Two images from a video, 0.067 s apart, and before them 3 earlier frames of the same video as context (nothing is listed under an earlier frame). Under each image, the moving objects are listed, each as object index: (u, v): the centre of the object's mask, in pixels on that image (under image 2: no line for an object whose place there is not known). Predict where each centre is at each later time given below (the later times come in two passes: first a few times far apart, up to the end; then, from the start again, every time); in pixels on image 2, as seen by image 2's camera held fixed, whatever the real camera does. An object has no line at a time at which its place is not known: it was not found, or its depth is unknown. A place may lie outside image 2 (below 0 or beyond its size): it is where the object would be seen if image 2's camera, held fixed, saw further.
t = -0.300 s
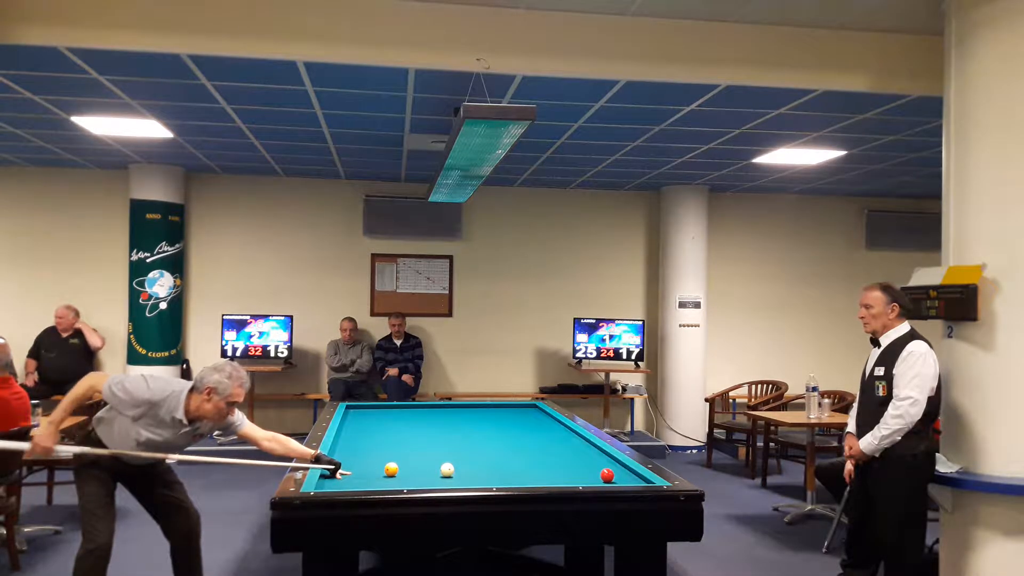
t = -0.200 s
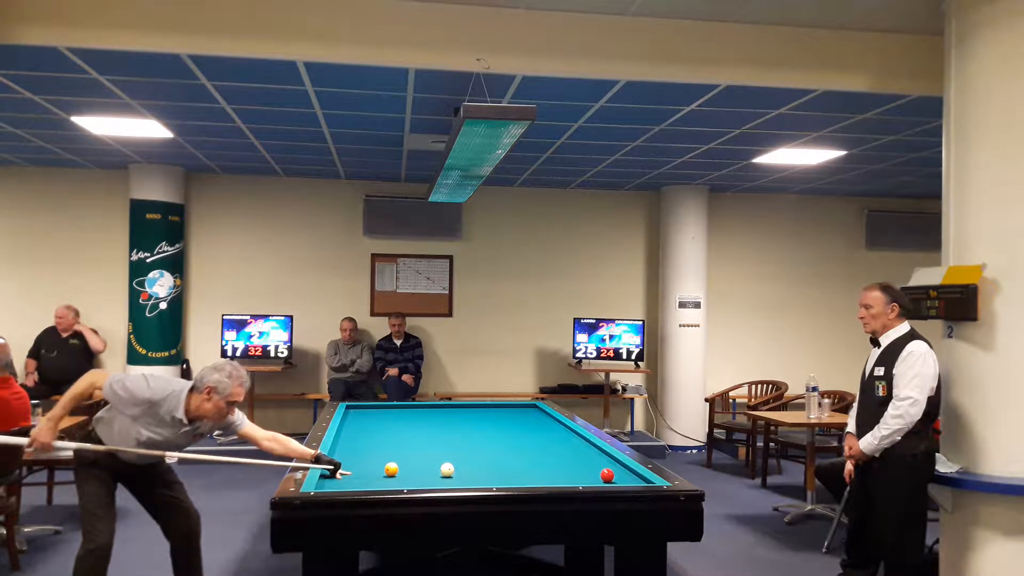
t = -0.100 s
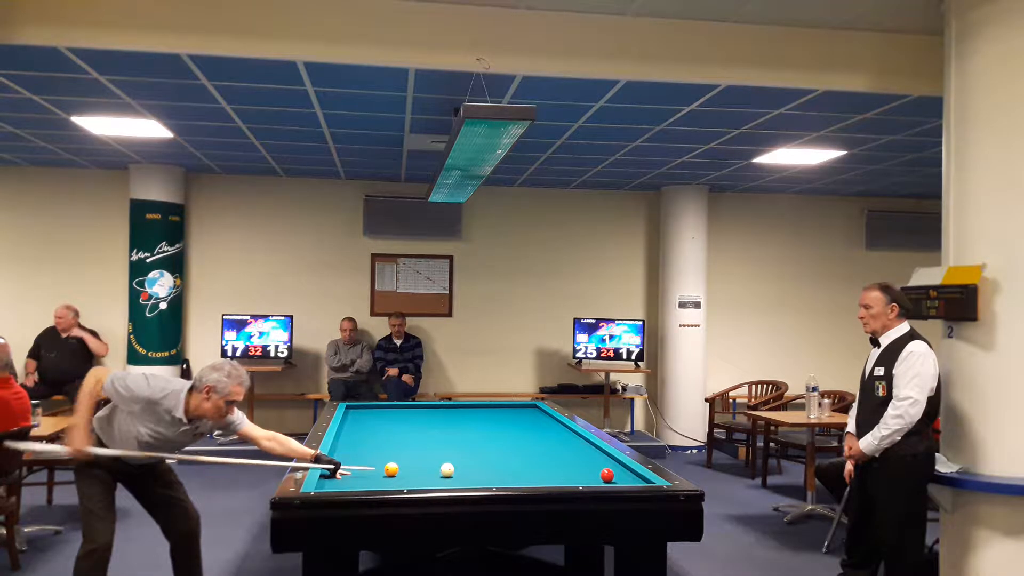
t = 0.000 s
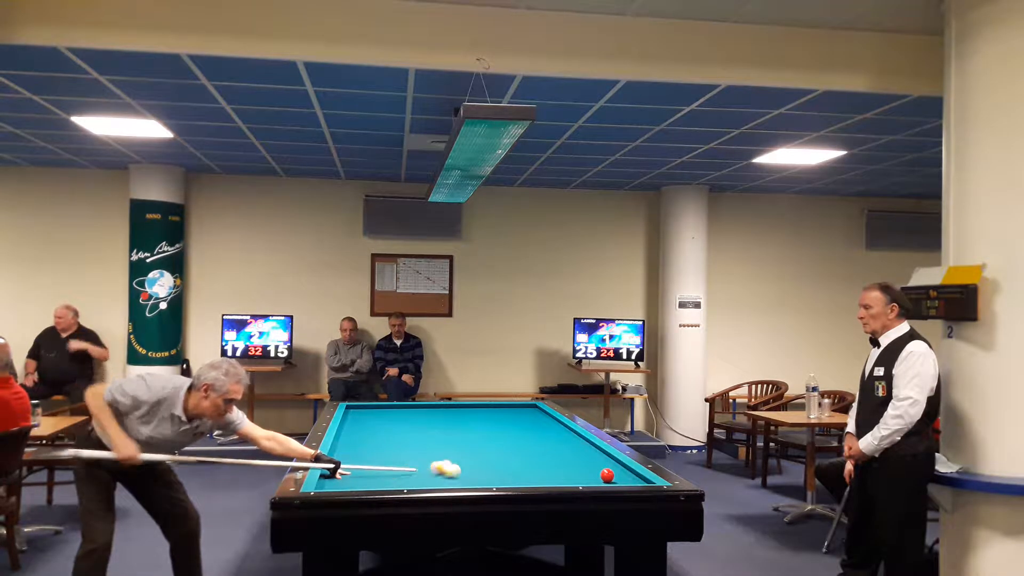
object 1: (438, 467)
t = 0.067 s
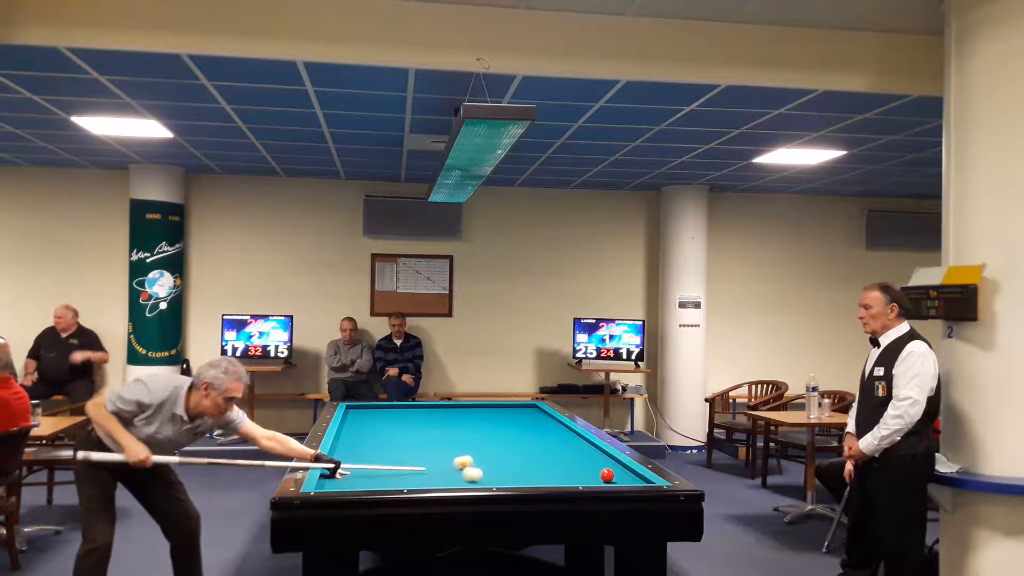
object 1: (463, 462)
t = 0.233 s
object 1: (508, 453)
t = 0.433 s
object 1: (545, 445)
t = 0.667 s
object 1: (578, 436)
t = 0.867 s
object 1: (544, 429)
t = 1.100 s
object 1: (513, 422)
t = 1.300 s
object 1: (490, 416)
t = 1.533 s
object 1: (465, 410)
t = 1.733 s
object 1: (446, 406)
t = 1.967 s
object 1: (423, 407)
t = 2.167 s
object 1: (402, 410)
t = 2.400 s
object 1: (375, 414)
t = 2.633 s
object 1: (348, 417)
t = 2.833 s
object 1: (359, 420)
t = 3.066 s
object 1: (375, 424)
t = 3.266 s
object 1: (389, 426)
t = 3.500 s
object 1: (405, 430)
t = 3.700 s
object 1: (421, 433)
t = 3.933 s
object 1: (439, 437)
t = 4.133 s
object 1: (455, 440)
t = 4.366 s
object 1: (475, 444)
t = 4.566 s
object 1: (492, 448)
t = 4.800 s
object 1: (513, 453)
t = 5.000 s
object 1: (532, 457)
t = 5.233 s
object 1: (555, 462)
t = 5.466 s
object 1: (579, 467)
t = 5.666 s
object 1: (598, 471)
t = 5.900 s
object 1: (621, 473)
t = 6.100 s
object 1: (631, 474)
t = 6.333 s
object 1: (623, 474)
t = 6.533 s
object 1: (615, 472)
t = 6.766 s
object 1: (605, 472)
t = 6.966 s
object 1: (599, 473)
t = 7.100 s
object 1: (595, 474)
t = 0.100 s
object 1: (474, 460)
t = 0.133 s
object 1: (483, 458)
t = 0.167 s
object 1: (492, 456)
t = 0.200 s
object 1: (500, 455)
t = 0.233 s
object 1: (508, 453)
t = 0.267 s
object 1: (515, 451)
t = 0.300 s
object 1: (522, 450)
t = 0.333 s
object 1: (528, 449)
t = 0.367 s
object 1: (534, 447)
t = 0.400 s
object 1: (539, 446)
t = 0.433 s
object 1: (545, 445)
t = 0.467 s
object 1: (550, 443)
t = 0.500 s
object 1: (555, 442)
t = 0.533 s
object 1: (561, 441)
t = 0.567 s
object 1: (566, 440)
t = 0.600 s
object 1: (571, 439)
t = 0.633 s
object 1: (576, 438)
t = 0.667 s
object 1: (578, 436)
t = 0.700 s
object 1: (572, 435)
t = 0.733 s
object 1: (565, 434)
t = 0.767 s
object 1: (559, 433)
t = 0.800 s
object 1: (554, 431)
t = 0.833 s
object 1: (549, 430)
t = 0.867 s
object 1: (544, 429)
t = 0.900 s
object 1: (539, 428)
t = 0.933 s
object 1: (535, 427)
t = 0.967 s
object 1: (531, 426)
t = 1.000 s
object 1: (526, 425)
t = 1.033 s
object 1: (522, 424)
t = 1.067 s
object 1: (518, 423)
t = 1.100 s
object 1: (513, 422)
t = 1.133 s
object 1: (509, 421)
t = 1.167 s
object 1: (505, 420)
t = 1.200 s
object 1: (501, 419)
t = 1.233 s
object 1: (497, 418)
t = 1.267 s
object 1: (494, 417)
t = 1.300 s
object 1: (490, 416)
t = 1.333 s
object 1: (486, 416)
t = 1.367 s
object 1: (483, 415)
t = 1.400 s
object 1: (479, 414)
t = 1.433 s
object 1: (475, 413)
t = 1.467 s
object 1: (472, 412)
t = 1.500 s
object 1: (468, 411)
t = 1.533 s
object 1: (465, 410)
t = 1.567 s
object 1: (462, 410)
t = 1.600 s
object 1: (458, 409)
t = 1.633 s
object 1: (455, 408)
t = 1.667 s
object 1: (452, 408)
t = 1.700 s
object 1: (449, 407)
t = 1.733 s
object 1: (446, 406)
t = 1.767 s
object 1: (443, 405)
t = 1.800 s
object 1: (440, 405)
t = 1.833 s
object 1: (436, 405)
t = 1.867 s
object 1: (433, 406)
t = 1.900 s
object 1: (430, 406)
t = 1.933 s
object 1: (426, 407)
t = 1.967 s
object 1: (423, 407)
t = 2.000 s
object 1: (419, 408)
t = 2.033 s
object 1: (416, 408)
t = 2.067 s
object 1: (412, 409)
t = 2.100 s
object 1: (408, 409)
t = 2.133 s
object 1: (405, 410)
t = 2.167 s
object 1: (402, 410)
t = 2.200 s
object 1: (398, 411)
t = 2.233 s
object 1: (394, 411)
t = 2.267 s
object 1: (391, 412)
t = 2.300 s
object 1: (387, 412)
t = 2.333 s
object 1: (383, 413)
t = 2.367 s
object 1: (379, 413)
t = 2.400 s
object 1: (375, 414)
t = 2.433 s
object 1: (371, 414)
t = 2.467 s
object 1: (368, 415)
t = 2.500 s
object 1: (364, 415)
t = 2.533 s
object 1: (360, 416)
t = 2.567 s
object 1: (356, 416)
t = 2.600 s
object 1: (352, 417)
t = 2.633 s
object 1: (348, 417)
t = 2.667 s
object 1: (347, 418)
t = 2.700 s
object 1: (350, 418)
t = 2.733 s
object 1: (352, 419)
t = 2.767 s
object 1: (354, 419)
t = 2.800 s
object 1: (356, 420)
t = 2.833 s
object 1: (359, 420)
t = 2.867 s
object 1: (361, 421)
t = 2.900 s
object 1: (363, 421)
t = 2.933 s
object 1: (365, 422)
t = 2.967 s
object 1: (368, 422)
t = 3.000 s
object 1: (370, 423)
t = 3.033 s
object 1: (372, 423)
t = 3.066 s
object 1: (375, 424)
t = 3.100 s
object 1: (377, 424)
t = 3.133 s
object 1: (379, 424)
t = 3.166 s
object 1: (381, 425)
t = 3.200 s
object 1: (384, 425)
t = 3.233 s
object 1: (386, 426)
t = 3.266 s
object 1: (389, 426)
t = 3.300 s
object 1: (391, 427)
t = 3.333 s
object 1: (393, 427)
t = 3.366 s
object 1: (396, 428)
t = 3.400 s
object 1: (399, 428)
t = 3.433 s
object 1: (401, 429)
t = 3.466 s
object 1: (403, 429)
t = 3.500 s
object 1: (405, 430)
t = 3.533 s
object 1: (408, 430)
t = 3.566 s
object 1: (411, 431)
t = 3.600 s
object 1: (413, 432)
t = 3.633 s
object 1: (416, 432)
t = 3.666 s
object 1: (418, 432)
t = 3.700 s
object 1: (421, 433)
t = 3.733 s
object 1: (423, 433)
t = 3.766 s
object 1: (426, 434)
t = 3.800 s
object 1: (429, 435)
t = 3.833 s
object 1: (431, 435)
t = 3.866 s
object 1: (434, 436)
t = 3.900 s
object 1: (437, 436)
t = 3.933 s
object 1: (439, 437)
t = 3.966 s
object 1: (442, 437)
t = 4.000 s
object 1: (445, 438)
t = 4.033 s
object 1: (447, 438)
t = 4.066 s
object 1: (450, 439)
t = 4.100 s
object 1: (453, 440)
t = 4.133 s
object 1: (455, 440)
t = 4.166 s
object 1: (458, 441)
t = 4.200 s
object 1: (461, 441)
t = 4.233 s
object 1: (464, 442)
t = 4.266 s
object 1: (467, 443)
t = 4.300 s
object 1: (469, 443)
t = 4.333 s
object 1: (472, 444)
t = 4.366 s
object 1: (475, 444)
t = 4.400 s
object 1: (478, 445)
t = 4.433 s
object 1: (481, 446)
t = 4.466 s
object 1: (484, 446)
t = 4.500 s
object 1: (486, 447)
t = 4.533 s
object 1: (489, 447)
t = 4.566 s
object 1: (492, 448)
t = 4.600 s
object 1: (495, 449)
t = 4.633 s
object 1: (498, 449)
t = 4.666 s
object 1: (501, 450)
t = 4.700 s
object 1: (504, 451)
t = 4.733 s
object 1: (507, 451)
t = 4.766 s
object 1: (510, 452)
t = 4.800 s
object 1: (513, 453)
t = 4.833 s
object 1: (517, 453)
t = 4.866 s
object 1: (520, 454)
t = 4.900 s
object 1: (523, 455)
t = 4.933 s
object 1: (526, 456)
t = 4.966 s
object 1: (529, 456)
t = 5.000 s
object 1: (532, 457)
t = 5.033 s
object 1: (535, 457)
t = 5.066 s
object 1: (539, 458)
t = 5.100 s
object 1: (542, 459)
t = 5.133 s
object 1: (545, 460)
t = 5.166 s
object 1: (548, 460)
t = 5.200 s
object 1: (552, 461)
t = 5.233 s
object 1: (555, 462)
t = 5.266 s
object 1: (558, 462)
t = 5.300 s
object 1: (562, 463)
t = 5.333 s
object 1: (565, 464)
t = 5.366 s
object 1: (569, 465)
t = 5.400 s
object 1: (572, 465)
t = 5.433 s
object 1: (576, 466)
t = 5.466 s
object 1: (579, 467)
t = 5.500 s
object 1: (582, 468)
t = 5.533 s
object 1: (586, 469)
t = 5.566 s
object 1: (589, 469)
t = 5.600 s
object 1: (593, 470)
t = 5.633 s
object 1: (596, 471)
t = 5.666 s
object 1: (598, 471)
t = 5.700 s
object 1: (601, 470)
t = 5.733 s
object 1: (605, 469)
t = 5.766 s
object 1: (609, 469)
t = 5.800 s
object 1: (613, 470)
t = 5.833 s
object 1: (616, 471)
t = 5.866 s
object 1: (618, 472)
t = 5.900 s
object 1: (621, 473)
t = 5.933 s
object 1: (623, 473)
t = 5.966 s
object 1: (626, 474)
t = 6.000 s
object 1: (629, 474)
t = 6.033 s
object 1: (632, 474)
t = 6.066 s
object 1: (633, 474)
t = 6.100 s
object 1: (631, 474)
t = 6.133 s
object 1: (630, 474)
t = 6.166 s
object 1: (629, 474)
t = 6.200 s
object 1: (628, 474)
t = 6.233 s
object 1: (626, 474)
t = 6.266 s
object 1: (625, 474)
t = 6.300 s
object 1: (624, 474)
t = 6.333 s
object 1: (623, 474)
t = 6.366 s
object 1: (621, 473)
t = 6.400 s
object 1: (620, 473)
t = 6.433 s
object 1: (619, 473)
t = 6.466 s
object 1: (618, 473)
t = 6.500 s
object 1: (617, 473)
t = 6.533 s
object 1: (615, 472)
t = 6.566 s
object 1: (614, 472)
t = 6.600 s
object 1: (613, 472)
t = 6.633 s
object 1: (611, 472)
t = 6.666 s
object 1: (610, 472)
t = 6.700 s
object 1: (608, 472)
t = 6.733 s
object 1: (607, 472)
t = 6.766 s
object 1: (605, 472)
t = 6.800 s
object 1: (604, 472)
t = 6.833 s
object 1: (603, 472)
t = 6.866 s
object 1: (602, 473)
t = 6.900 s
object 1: (601, 473)
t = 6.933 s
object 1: (600, 473)
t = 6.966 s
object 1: (599, 473)
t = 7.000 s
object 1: (598, 474)
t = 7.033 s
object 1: (597, 474)
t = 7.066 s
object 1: (596, 474)
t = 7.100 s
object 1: (595, 474)
